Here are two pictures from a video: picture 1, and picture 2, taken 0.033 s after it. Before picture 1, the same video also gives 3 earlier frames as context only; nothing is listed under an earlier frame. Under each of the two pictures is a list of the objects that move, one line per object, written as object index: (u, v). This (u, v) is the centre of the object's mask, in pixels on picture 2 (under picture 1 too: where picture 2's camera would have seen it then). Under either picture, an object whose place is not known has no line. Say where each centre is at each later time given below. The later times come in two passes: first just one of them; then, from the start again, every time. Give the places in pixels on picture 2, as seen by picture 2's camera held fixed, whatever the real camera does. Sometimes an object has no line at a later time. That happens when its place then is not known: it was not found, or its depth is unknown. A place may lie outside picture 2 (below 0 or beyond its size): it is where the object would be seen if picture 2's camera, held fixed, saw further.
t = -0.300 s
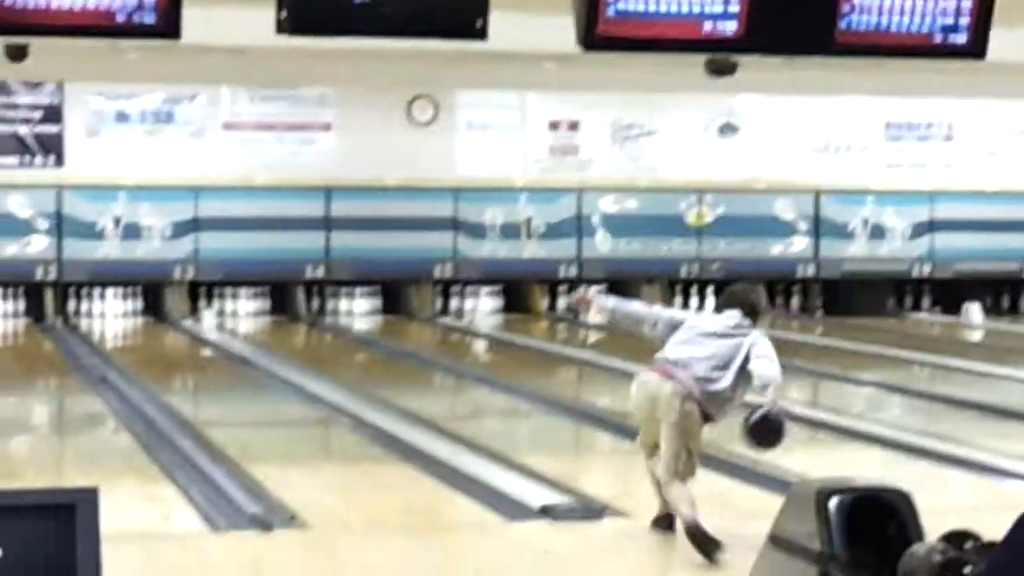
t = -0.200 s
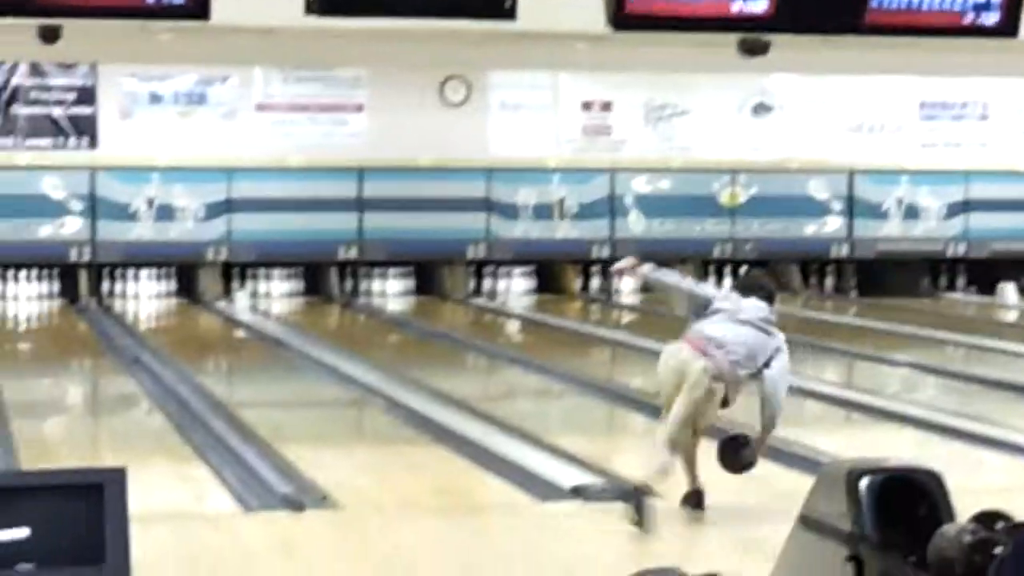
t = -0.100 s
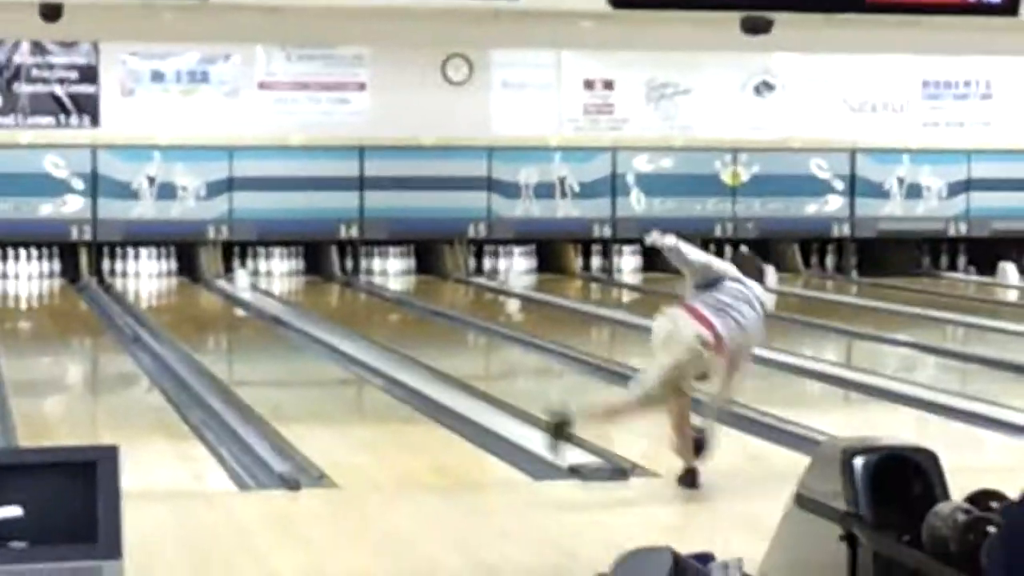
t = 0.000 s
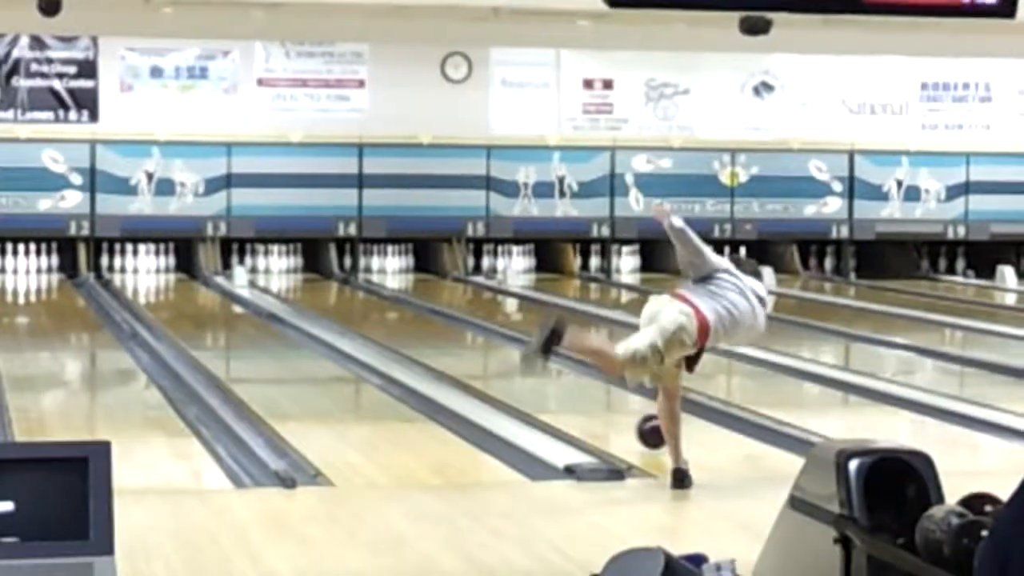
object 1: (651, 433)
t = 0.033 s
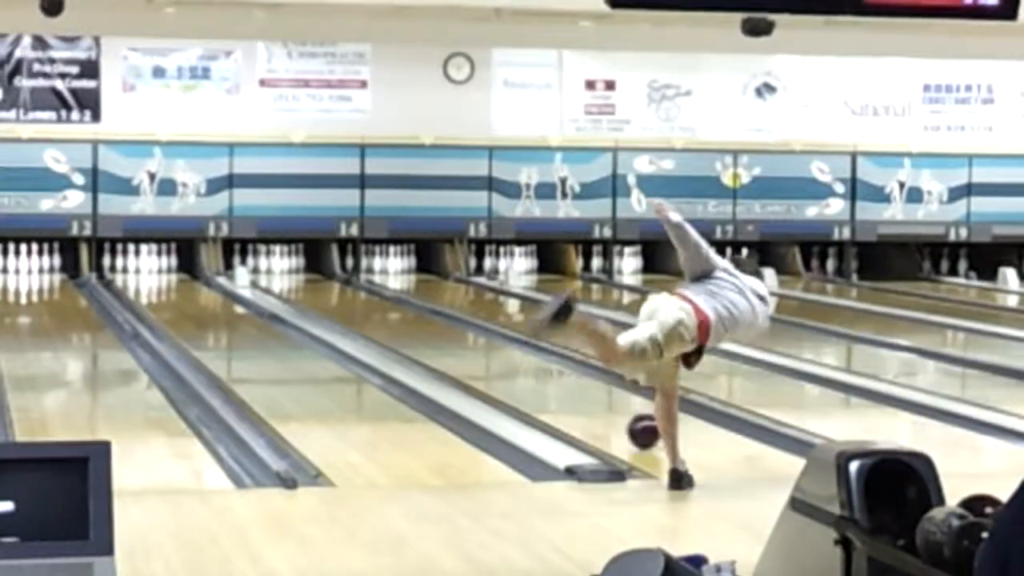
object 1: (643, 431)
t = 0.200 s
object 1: (597, 406)
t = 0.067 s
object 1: (634, 425)
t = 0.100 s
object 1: (624, 420)
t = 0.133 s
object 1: (615, 415)
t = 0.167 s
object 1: (606, 410)
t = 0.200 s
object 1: (597, 406)
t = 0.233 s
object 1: (589, 401)
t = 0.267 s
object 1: (580, 397)
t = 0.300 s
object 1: (572, 392)
